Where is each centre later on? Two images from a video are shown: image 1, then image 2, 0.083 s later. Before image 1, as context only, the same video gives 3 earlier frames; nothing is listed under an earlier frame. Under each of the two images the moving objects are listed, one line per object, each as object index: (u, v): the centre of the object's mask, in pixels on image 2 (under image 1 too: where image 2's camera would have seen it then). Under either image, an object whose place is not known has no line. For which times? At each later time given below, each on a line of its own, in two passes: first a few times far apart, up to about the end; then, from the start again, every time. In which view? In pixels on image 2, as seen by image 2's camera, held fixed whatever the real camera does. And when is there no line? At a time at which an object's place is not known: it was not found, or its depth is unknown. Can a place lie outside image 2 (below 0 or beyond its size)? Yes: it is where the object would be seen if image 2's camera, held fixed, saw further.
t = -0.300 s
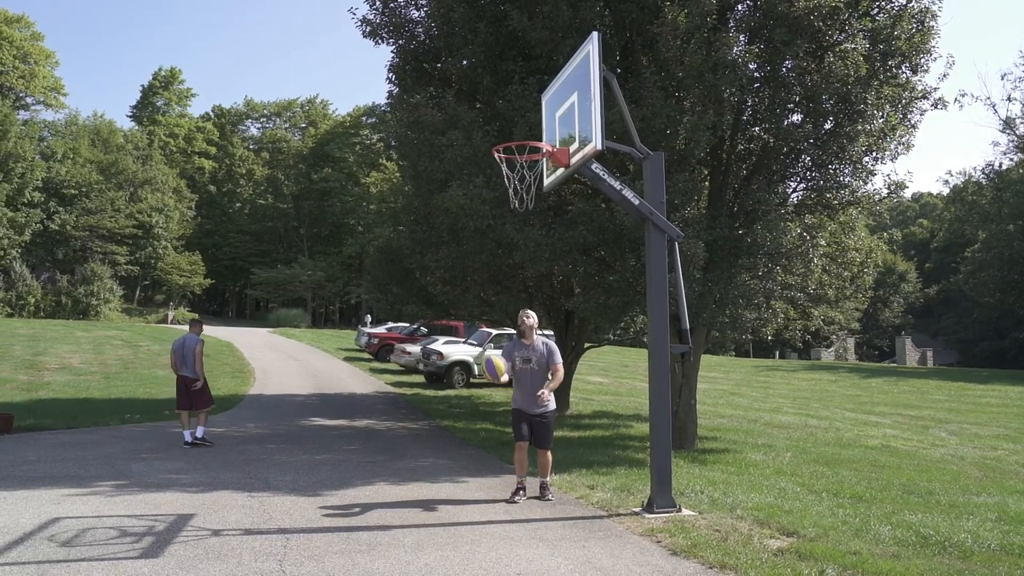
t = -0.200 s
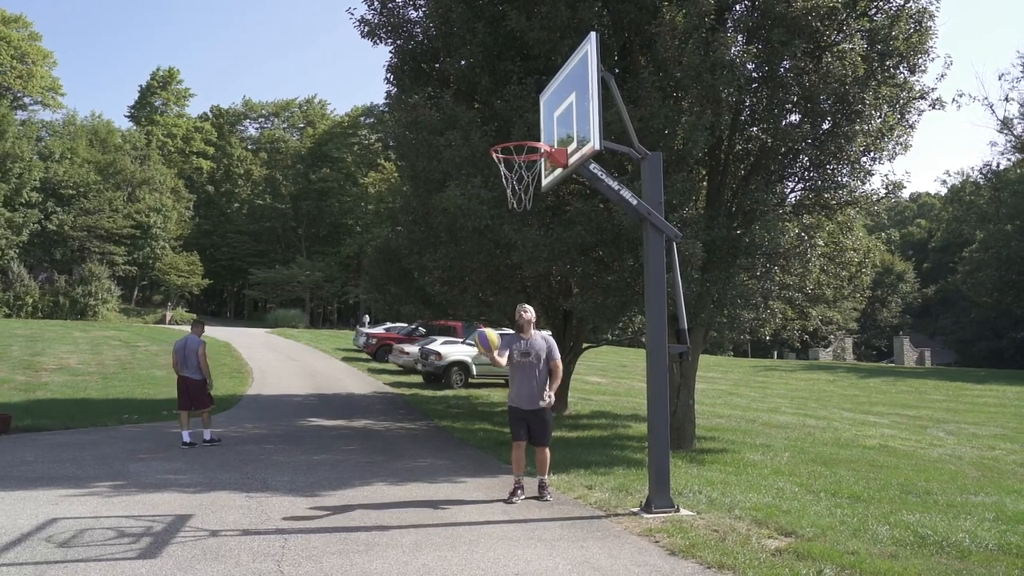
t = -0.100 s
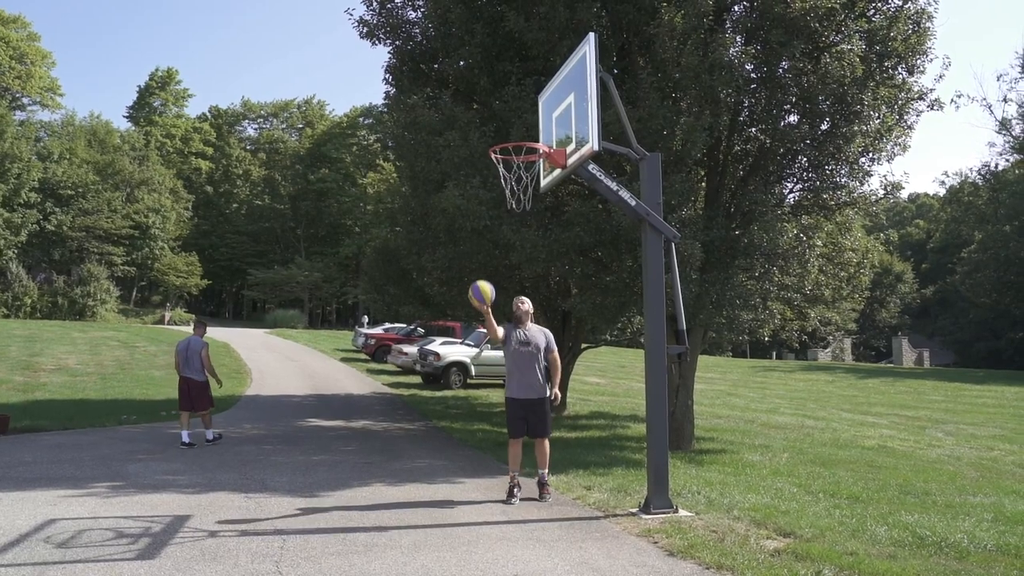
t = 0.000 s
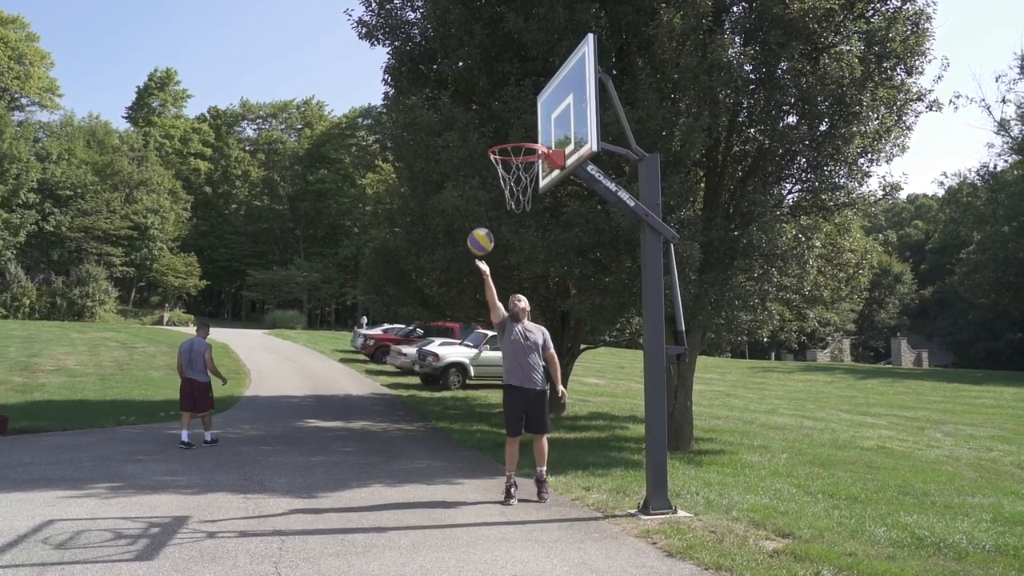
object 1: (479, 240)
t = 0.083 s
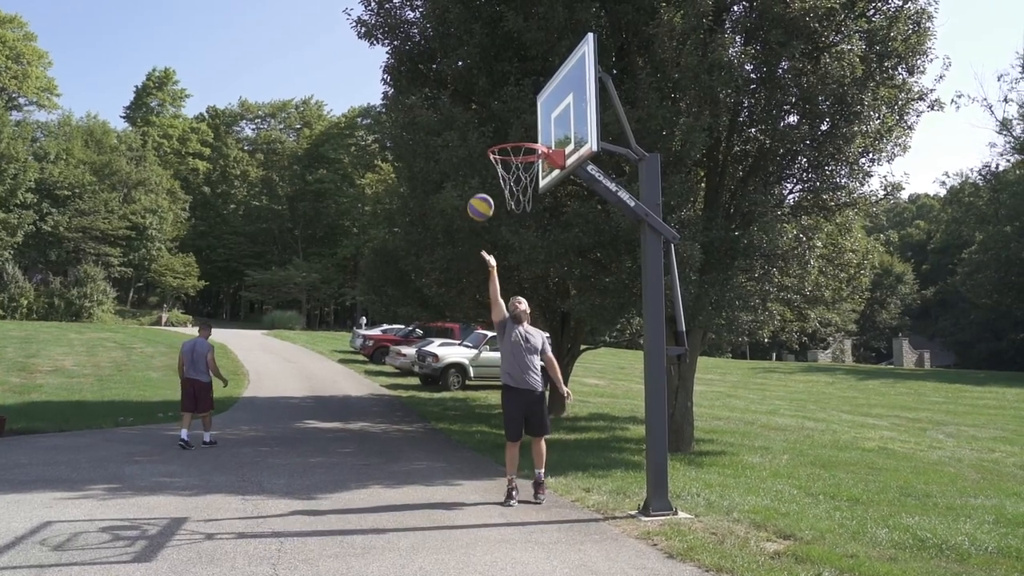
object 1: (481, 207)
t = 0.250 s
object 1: (480, 164)
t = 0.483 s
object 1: (481, 151)
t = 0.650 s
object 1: (484, 178)
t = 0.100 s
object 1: (480, 200)
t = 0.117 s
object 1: (480, 198)
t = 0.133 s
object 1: (480, 192)
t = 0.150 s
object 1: (480, 186)
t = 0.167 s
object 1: (480, 183)
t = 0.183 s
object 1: (480, 178)
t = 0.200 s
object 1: (480, 174)
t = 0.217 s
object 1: (480, 171)
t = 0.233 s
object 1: (480, 168)
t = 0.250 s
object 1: (480, 164)
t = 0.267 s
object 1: (480, 163)
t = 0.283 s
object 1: (480, 159)
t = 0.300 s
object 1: (480, 156)
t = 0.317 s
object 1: (481, 155)
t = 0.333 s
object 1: (480, 152)
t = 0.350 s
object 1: (480, 151)
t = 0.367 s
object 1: (480, 150)
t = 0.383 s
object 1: (481, 149)
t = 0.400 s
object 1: (481, 149)
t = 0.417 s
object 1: (481, 149)
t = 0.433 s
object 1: (481, 149)
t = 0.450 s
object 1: (481, 149)
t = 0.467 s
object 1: (481, 149)
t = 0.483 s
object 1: (481, 151)
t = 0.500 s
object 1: (481, 152)
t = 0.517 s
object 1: (481, 153)
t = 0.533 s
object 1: (481, 156)
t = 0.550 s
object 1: (482, 159)
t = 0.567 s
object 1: (482, 160)
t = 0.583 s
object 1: (483, 164)
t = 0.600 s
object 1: (483, 167)
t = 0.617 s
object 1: (483, 169)
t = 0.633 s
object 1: (484, 174)
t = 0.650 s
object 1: (484, 178)
